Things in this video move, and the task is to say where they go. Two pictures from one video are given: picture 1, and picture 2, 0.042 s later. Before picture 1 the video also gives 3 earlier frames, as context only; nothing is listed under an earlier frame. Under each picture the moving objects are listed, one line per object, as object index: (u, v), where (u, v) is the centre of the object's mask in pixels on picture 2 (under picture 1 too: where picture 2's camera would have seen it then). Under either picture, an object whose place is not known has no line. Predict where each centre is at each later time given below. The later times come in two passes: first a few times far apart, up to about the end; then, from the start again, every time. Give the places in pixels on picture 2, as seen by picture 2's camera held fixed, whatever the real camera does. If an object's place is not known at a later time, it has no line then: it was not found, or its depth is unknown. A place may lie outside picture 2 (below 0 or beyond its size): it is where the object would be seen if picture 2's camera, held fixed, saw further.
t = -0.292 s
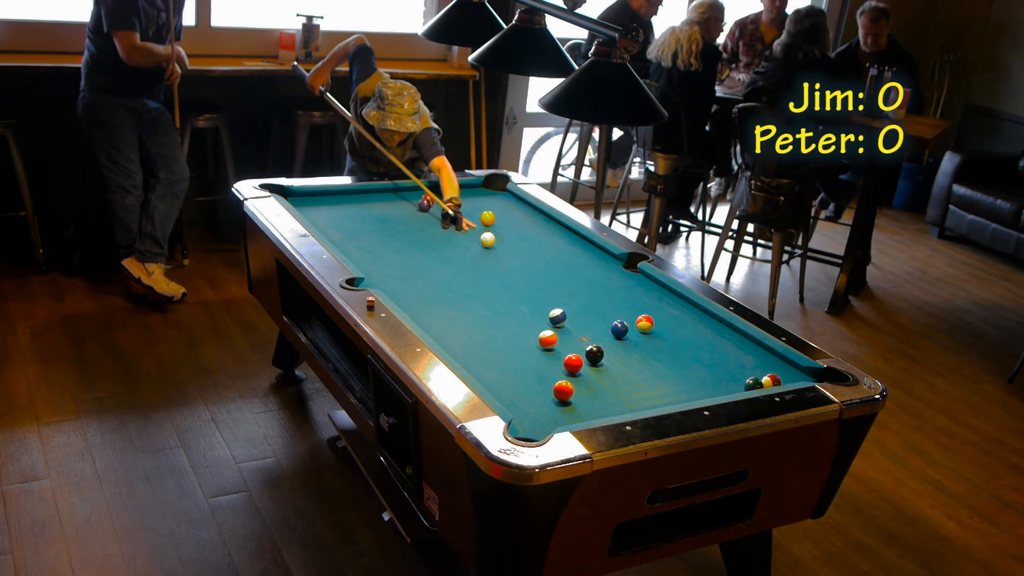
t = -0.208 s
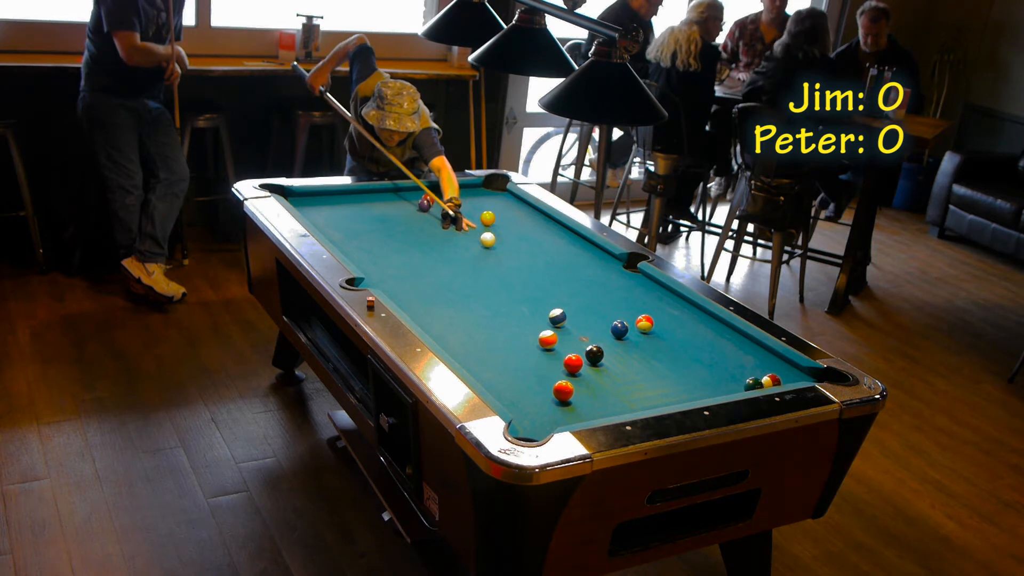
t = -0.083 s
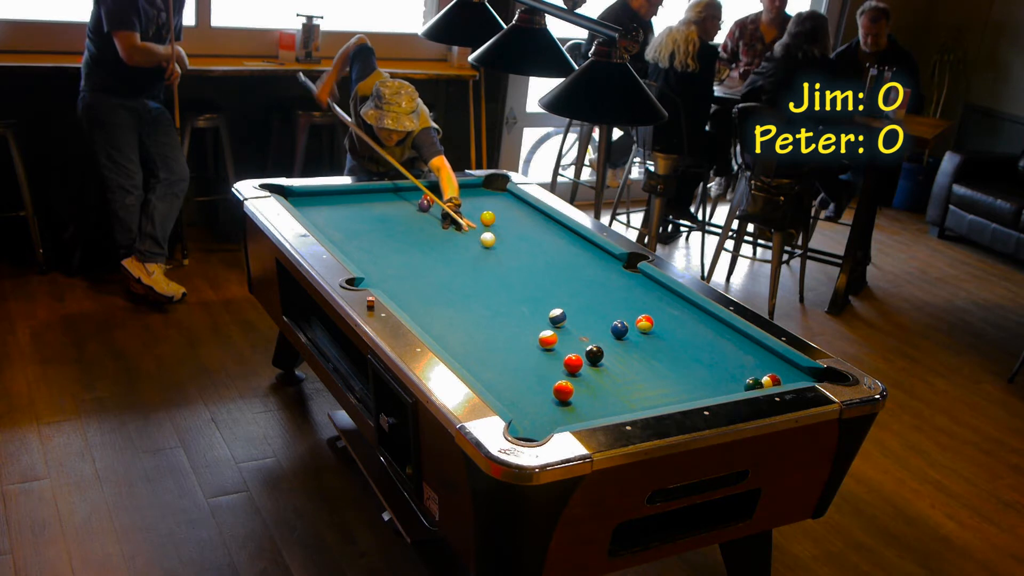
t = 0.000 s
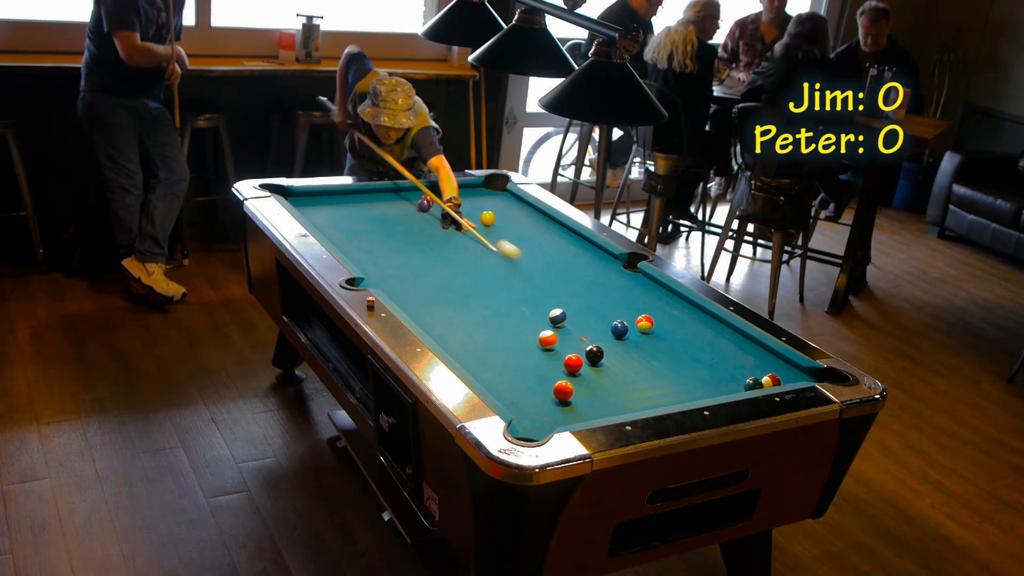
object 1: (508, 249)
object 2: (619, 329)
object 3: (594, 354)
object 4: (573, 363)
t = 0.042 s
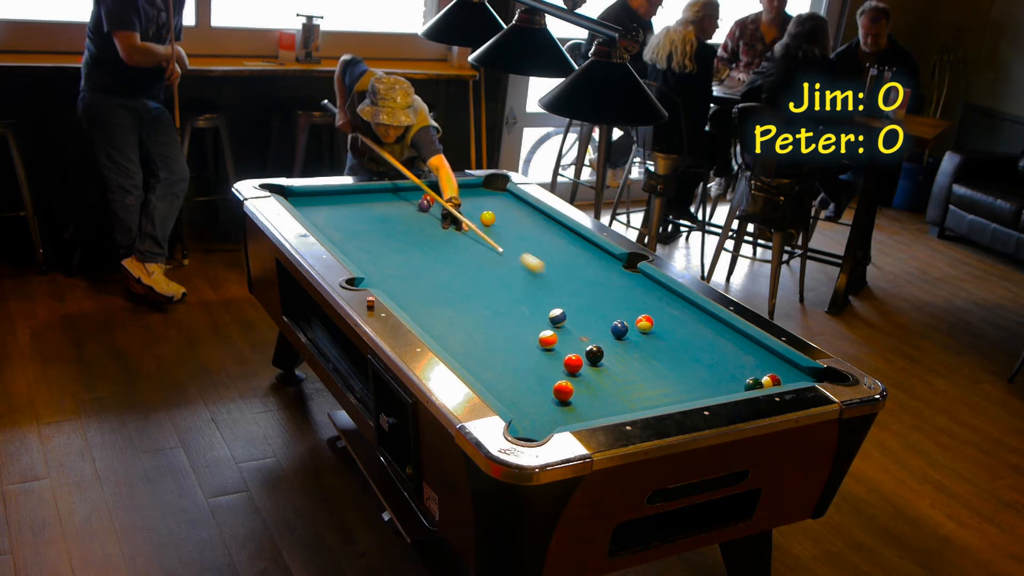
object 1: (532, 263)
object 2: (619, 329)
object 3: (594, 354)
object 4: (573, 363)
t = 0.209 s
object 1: (628, 317)
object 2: (619, 329)
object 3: (594, 354)
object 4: (573, 363)
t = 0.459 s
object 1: (604, 317)
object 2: (610, 351)
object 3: (594, 354)
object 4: (573, 363)
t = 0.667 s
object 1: (585, 311)
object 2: (623, 365)
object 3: (580, 356)
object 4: (569, 366)
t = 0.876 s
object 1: (568, 305)
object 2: (638, 379)
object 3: (572, 356)
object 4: (561, 369)
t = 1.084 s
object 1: (551, 300)
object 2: (652, 394)
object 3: (565, 356)
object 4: (554, 373)
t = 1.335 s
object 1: (533, 295)
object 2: (659, 400)
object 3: (558, 356)
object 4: (546, 378)
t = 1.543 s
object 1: (519, 291)
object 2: (650, 396)
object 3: (555, 356)
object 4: (540, 381)
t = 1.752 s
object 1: (506, 287)
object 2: (642, 390)
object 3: (552, 356)
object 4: (534, 384)
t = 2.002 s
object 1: (493, 283)
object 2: (633, 384)
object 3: (550, 356)
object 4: (528, 387)
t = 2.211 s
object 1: (482, 280)
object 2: (627, 380)
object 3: (549, 355)
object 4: (524, 388)
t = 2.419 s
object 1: (473, 277)
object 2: (621, 376)
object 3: (549, 355)
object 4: (520, 390)
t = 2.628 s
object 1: (465, 275)
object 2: (618, 372)
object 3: (549, 355)
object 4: (517, 391)
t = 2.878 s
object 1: (456, 272)
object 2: (614, 369)
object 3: (549, 355)
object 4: (514, 392)
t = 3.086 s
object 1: (450, 270)
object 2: (611, 366)
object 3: (549, 355)
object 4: (513, 392)
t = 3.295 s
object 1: (445, 269)
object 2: (609, 365)
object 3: (549, 355)
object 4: (513, 392)
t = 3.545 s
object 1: (440, 268)
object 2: (607, 363)
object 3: (549, 355)
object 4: (513, 392)
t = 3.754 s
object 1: (437, 267)
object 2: (606, 363)
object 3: (549, 355)
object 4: (513, 392)
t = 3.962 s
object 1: (435, 267)
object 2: (606, 363)
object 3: (549, 355)
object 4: (513, 392)
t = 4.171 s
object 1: (434, 267)
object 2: (607, 363)
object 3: (549, 355)
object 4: (513, 392)
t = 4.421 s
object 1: (435, 267)
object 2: (607, 363)
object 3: (549, 355)
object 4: (513, 392)
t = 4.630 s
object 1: (435, 267)
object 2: (608, 363)
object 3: (549, 355)
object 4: (513, 392)
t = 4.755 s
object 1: (435, 267)
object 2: (608, 363)
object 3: (549, 355)
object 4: (513, 392)
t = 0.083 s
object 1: (556, 277)
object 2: (619, 329)
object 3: (594, 354)
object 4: (573, 363)
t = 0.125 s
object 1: (581, 291)
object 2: (619, 329)
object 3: (594, 354)
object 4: (573, 363)
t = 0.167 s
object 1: (606, 305)
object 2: (619, 329)
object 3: (594, 354)
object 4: (573, 363)
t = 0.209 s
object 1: (628, 317)
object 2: (619, 329)
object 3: (594, 354)
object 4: (573, 363)
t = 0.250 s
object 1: (624, 320)
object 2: (618, 330)
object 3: (594, 354)
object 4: (573, 363)
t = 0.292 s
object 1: (620, 320)
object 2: (617, 335)
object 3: (594, 354)
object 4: (573, 363)
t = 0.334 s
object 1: (616, 320)
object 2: (614, 339)
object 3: (594, 354)
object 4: (573, 363)
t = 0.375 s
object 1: (612, 319)
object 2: (613, 343)
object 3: (594, 354)
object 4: (573, 363)
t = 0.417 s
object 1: (608, 318)
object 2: (611, 347)
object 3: (594, 354)
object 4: (573, 363)
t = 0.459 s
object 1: (604, 317)
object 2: (610, 351)
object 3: (594, 354)
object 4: (573, 363)
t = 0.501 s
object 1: (600, 316)
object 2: (612, 353)
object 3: (589, 355)
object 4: (573, 363)
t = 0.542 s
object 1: (596, 314)
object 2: (615, 356)
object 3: (586, 356)
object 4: (573, 363)
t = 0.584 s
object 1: (593, 313)
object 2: (618, 359)
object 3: (584, 356)
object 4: (573, 364)
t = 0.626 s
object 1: (589, 312)
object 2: (621, 362)
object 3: (582, 356)
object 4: (571, 365)
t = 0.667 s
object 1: (585, 311)
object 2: (623, 365)
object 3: (580, 356)
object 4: (569, 366)
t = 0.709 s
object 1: (581, 310)
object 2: (626, 368)
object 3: (578, 356)
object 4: (567, 366)
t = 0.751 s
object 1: (578, 309)
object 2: (629, 371)
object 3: (576, 355)
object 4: (566, 367)
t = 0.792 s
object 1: (575, 308)
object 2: (632, 374)
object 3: (575, 356)
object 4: (564, 368)
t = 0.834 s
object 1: (571, 307)
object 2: (635, 377)
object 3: (573, 356)
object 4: (563, 369)
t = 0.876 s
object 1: (568, 305)
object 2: (638, 379)
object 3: (572, 356)
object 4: (561, 369)
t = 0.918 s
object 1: (565, 304)
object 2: (640, 382)
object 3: (570, 356)
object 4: (560, 370)
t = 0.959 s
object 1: (561, 302)
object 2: (643, 385)
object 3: (569, 356)
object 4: (558, 371)
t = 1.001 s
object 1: (558, 301)
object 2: (646, 388)
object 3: (567, 356)
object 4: (556, 372)
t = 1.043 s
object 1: (554, 301)
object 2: (649, 391)
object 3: (566, 356)
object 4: (555, 372)
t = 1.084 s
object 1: (551, 300)
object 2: (652, 394)
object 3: (565, 356)
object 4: (554, 373)
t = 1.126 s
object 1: (548, 300)
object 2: (655, 397)
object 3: (564, 357)
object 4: (552, 374)
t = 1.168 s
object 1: (545, 299)
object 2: (658, 399)
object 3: (563, 356)
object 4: (551, 375)
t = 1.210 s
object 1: (542, 298)
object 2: (661, 400)
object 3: (562, 356)
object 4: (550, 376)
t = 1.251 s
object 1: (539, 297)
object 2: (663, 401)
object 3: (560, 356)
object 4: (548, 377)
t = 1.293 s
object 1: (536, 296)
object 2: (661, 401)
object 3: (559, 356)
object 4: (547, 377)
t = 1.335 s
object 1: (533, 295)
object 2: (659, 400)
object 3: (558, 356)
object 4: (546, 378)
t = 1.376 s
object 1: (530, 294)
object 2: (657, 400)
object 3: (557, 356)
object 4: (544, 379)
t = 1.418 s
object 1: (527, 293)
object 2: (656, 399)
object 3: (557, 356)
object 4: (543, 379)
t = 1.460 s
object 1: (524, 293)
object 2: (654, 398)
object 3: (556, 356)
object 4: (542, 380)
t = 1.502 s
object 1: (522, 292)
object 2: (652, 397)
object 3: (555, 356)
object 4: (541, 381)
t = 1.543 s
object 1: (519, 291)
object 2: (650, 396)
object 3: (555, 356)
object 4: (540, 381)
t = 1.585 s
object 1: (516, 290)
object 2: (649, 395)
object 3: (554, 356)
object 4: (539, 382)
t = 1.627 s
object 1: (514, 289)
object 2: (647, 394)
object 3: (553, 356)
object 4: (537, 382)
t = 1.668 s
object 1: (511, 289)
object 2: (645, 393)
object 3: (553, 356)
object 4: (536, 383)
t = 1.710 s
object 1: (509, 288)
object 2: (643, 391)
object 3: (552, 356)
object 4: (535, 383)
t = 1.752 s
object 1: (506, 287)
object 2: (642, 390)
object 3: (552, 356)
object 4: (534, 384)
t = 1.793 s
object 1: (504, 286)
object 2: (640, 389)
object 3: (551, 356)
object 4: (533, 384)
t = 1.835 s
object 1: (501, 286)
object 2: (639, 388)
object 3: (551, 356)
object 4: (532, 385)
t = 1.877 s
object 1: (499, 285)
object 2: (637, 387)
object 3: (551, 356)
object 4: (531, 385)
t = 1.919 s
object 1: (497, 284)
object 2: (636, 386)
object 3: (551, 356)
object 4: (530, 386)
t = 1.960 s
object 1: (495, 284)
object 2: (634, 385)
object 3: (550, 356)
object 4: (529, 386)
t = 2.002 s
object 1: (493, 283)
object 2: (633, 384)
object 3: (550, 356)
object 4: (528, 387)
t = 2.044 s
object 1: (490, 282)
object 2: (632, 383)
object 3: (550, 355)
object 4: (527, 387)
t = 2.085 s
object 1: (488, 282)
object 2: (630, 382)
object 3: (550, 355)
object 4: (526, 387)
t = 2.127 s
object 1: (486, 281)
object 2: (629, 381)
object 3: (549, 355)
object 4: (525, 388)
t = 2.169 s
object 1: (484, 281)
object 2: (628, 381)
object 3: (549, 355)
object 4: (524, 388)
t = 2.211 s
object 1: (482, 280)
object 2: (627, 380)
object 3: (549, 355)
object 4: (524, 388)
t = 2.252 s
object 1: (480, 279)
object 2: (625, 379)
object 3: (549, 355)
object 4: (523, 389)
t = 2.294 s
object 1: (478, 279)
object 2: (624, 378)
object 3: (549, 355)
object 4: (522, 389)
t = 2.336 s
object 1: (477, 278)
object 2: (623, 377)
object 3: (549, 355)
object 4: (522, 389)
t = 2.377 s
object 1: (475, 278)
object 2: (622, 376)
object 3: (549, 355)
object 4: (521, 390)
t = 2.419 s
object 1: (473, 277)
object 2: (621, 376)
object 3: (549, 355)
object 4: (520, 390)
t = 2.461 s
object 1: (471, 277)
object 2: (621, 375)
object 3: (549, 355)
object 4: (519, 390)
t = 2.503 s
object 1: (470, 276)
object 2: (620, 374)
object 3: (549, 355)
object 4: (519, 390)
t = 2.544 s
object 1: (468, 276)
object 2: (619, 374)
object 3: (549, 355)
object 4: (518, 390)
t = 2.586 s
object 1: (466, 275)
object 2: (618, 373)
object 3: (549, 355)
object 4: (517, 391)
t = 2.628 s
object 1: (465, 275)
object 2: (618, 372)
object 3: (549, 355)
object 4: (517, 391)
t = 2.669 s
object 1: (463, 274)
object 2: (617, 372)
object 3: (549, 355)
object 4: (516, 391)
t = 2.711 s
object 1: (462, 274)
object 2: (616, 371)
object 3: (549, 355)
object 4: (515, 391)
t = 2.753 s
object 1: (460, 273)
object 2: (616, 370)
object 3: (549, 355)
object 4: (515, 391)
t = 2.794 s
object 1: (459, 273)
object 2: (615, 370)
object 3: (549, 355)
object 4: (515, 391)
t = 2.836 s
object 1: (458, 272)
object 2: (614, 369)
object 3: (549, 355)
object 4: (514, 391)
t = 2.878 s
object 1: (456, 272)
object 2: (614, 369)
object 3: (549, 355)
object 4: (514, 392)
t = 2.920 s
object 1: (455, 272)
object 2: (613, 368)
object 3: (549, 355)
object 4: (514, 392)
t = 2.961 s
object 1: (454, 271)
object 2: (613, 368)
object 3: (549, 355)
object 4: (513, 392)
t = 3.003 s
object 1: (452, 271)
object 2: (612, 367)
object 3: (549, 355)
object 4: (513, 392)
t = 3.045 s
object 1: (451, 271)
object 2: (612, 367)
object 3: (549, 355)
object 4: (513, 392)
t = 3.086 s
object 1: (450, 270)
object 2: (611, 366)
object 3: (549, 355)
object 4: (513, 392)
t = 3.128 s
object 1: (449, 270)
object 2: (611, 366)
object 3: (549, 355)
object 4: (513, 392)
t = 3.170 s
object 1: (448, 270)
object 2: (610, 366)
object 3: (549, 355)
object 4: (513, 392)
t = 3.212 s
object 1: (447, 270)
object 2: (610, 365)
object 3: (549, 355)
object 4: (513, 392)
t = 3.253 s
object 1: (445, 269)
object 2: (609, 365)
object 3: (549, 355)
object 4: (513, 392)
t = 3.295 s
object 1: (445, 269)
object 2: (609, 365)
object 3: (549, 355)
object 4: (513, 392)
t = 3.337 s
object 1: (444, 269)
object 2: (609, 364)
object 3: (549, 355)
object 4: (513, 392)
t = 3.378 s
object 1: (443, 269)
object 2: (608, 364)
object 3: (549, 355)
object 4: (513, 392)
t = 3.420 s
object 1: (442, 268)
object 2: (608, 364)
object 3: (549, 355)
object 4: (513, 392)
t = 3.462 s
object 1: (441, 268)
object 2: (607, 364)
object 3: (549, 355)
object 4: (513, 392)
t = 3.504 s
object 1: (440, 268)
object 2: (607, 364)
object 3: (549, 355)
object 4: (513, 392)
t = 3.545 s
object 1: (440, 268)
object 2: (607, 363)
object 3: (549, 355)
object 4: (513, 392)
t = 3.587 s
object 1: (439, 268)
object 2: (607, 363)
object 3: (549, 355)
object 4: (513, 392)
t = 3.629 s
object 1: (439, 267)
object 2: (606, 363)
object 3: (549, 355)
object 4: (513, 392)
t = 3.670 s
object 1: (438, 267)
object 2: (606, 363)
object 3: (549, 355)
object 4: (513, 392)
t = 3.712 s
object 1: (438, 267)
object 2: (606, 363)
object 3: (549, 355)
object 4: (513, 392)
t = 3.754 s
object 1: (437, 267)
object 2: (606, 363)
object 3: (549, 355)
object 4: (513, 392)
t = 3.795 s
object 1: (437, 267)
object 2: (606, 363)
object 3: (549, 355)
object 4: (513, 392)
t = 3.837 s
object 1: (436, 267)
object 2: (606, 363)
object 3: (549, 355)
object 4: (513, 392)
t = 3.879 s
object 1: (436, 267)
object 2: (606, 363)
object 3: (549, 355)
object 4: (513, 392)
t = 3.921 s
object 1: (435, 267)
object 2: (606, 363)
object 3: (549, 355)
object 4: (513, 392)
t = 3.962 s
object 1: (435, 267)
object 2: (606, 363)
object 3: (549, 355)
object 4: (513, 392)
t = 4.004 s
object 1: (435, 267)
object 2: (606, 363)
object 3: (549, 355)
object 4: (513, 392)
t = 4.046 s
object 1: (434, 267)
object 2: (606, 363)
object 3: (549, 355)
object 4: (513, 392)
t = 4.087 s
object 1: (434, 267)
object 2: (606, 363)
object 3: (549, 355)
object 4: (513, 392)
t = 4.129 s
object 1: (434, 267)
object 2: (607, 363)
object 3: (549, 355)
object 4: (513, 392)
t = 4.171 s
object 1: (434, 267)
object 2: (607, 363)
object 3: (549, 355)
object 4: (513, 392)
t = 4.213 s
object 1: (434, 267)
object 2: (607, 363)
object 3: (549, 355)
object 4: (513, 392)
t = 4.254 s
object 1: (434, 267)
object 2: (607, 363)
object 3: (549, 355)
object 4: (513, 392)
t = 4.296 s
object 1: (434, 267)
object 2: (607, 363)
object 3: (549, 355)
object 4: (513, 392)
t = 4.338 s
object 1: (434, 267)
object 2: (607, 363)
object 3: (549, 355)
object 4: (513, 392)
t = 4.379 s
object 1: (434, 267)
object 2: (607, 363)
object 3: (549, 355)
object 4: (513, 392)
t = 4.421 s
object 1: (435, 267)
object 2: (607, 363)
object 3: (549, 355)
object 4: (513, 392)
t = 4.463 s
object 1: (435, 267)
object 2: (607, 363)
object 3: (549, 355)
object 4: (513, 392)
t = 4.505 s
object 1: (435, 267)
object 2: (607, 363)
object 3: (549, 355)
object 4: (513, 392)
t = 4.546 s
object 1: (435, 267)
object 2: (608, 363)
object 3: (549, 355)
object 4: (513, 392)
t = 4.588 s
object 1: (435, 267)
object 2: (608, 363)
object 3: (549, 355)
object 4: (513, 392)
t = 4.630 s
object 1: (435, 267)
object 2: (608, 363)
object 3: (549, 355)
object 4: (513, 392)
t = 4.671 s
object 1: (435, 267)
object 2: (608, 363)
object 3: (549, 355)
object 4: (513, 392)
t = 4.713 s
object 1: (434, 267)
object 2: (608, 363)
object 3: (549, 355)
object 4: (513, 392)
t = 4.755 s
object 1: (435, 267)
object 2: (608, 363)
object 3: (549, 355)
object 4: (513, 392)
